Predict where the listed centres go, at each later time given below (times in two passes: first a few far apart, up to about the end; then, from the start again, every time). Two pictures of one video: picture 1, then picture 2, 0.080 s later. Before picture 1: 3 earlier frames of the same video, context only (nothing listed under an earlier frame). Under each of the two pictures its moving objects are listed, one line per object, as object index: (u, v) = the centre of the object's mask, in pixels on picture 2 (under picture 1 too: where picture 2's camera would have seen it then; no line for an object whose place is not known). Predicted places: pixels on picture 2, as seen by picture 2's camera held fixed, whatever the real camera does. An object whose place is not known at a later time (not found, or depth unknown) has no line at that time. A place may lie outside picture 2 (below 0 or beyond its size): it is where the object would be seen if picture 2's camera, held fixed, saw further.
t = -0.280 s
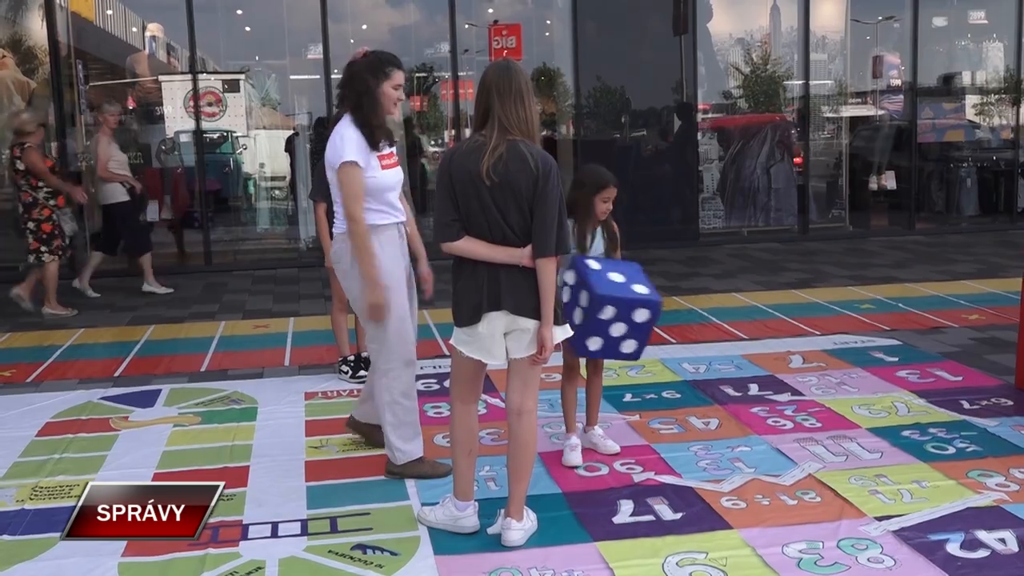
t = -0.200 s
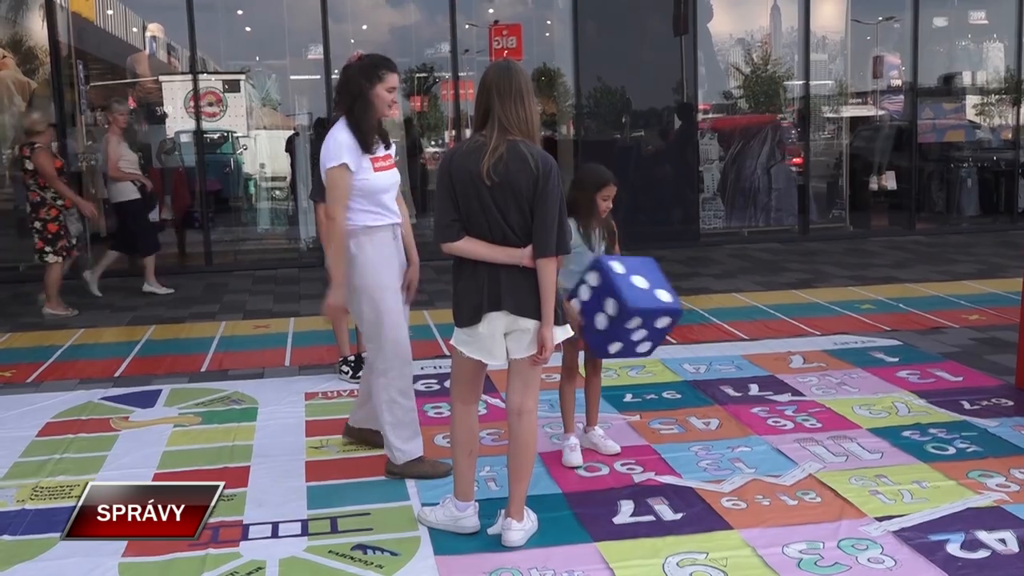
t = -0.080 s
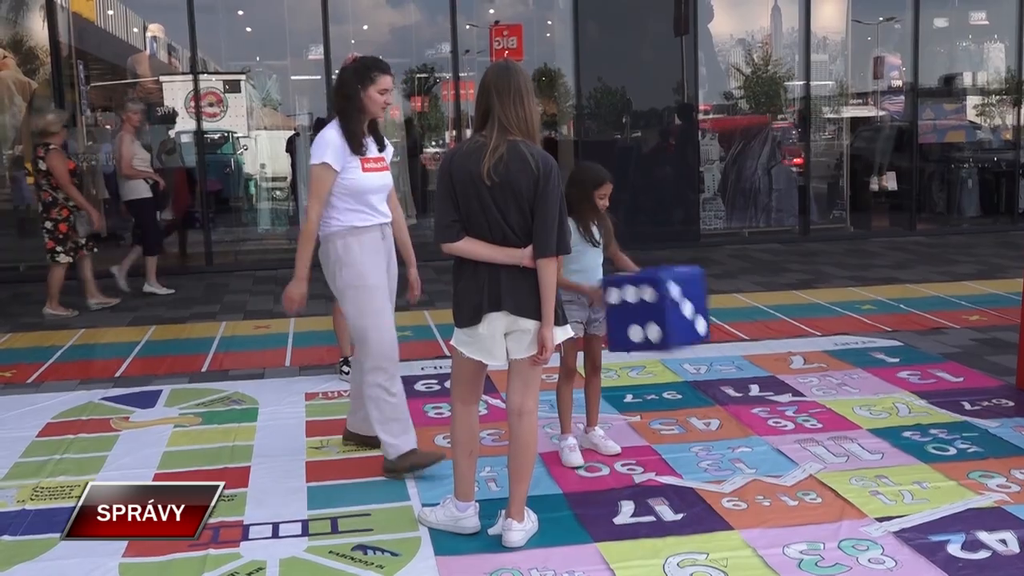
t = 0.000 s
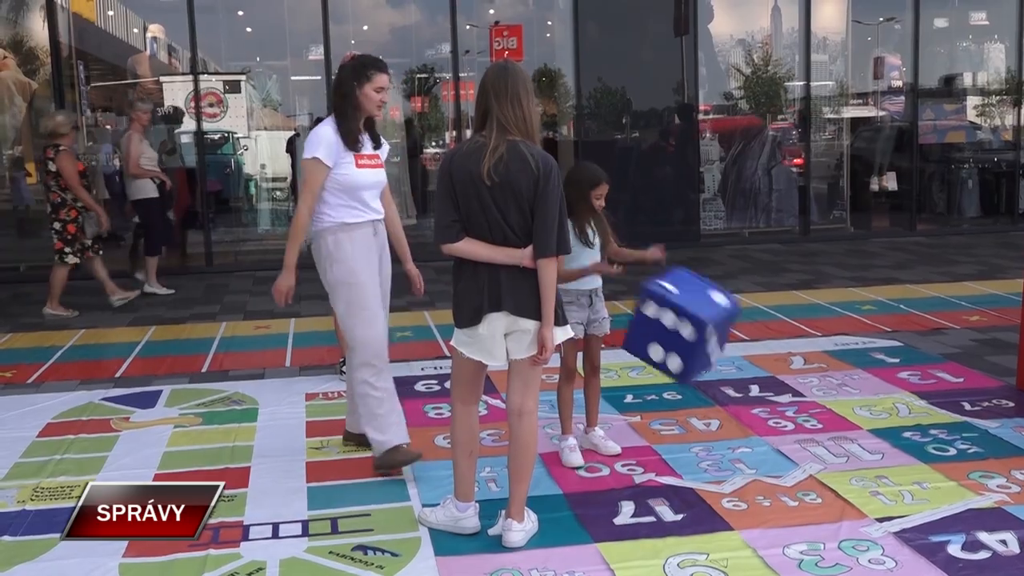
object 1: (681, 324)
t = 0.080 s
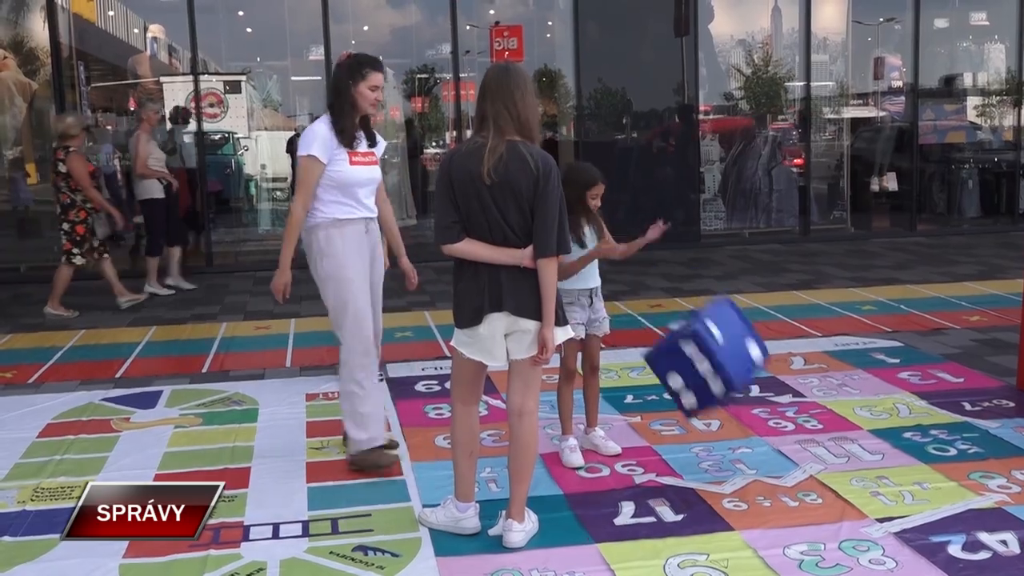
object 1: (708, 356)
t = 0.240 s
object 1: (757, 439)
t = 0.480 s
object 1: (823, 418)
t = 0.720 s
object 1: (890, 436)
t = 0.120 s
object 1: (720, 378)
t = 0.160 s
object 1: (733, 403)
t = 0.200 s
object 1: (745, 431)
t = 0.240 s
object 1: (757, 439)
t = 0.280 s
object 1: (767, 429)
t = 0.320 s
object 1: (778, 419)
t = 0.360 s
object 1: (789, 413)
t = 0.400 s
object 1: (801, 411)
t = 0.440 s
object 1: (812, 412)
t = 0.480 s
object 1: (823, 418)
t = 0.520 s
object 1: (834, 428)
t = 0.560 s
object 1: (845, 437)
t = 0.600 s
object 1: (856, 436)
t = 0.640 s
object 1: (867, 433)
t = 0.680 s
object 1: (878, 434)
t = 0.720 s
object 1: (890, 436)
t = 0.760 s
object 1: (901, 438)
